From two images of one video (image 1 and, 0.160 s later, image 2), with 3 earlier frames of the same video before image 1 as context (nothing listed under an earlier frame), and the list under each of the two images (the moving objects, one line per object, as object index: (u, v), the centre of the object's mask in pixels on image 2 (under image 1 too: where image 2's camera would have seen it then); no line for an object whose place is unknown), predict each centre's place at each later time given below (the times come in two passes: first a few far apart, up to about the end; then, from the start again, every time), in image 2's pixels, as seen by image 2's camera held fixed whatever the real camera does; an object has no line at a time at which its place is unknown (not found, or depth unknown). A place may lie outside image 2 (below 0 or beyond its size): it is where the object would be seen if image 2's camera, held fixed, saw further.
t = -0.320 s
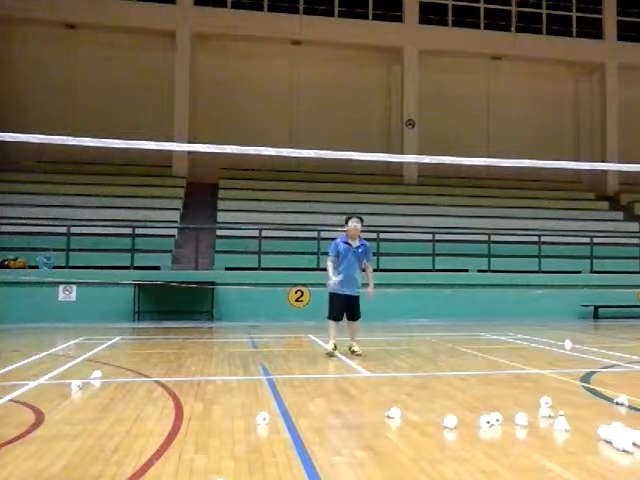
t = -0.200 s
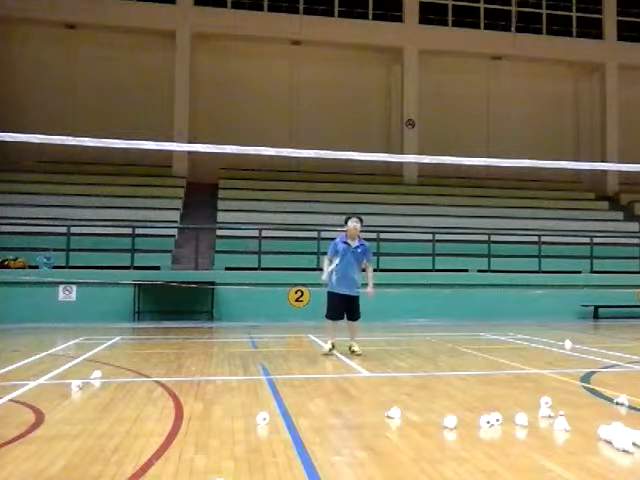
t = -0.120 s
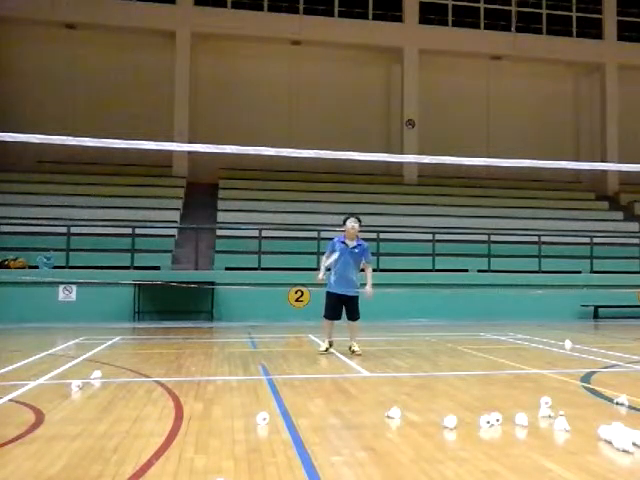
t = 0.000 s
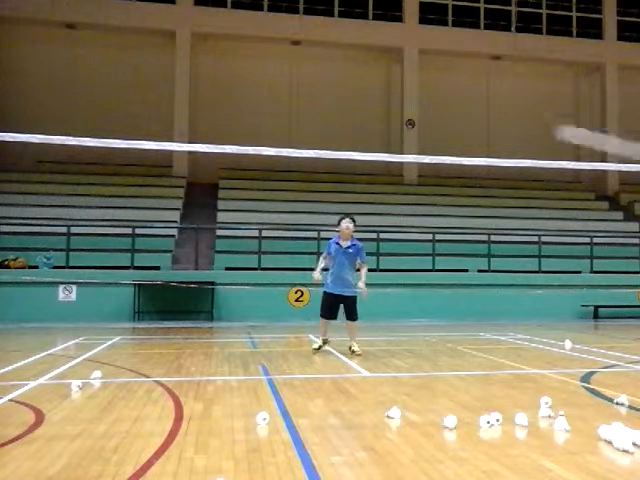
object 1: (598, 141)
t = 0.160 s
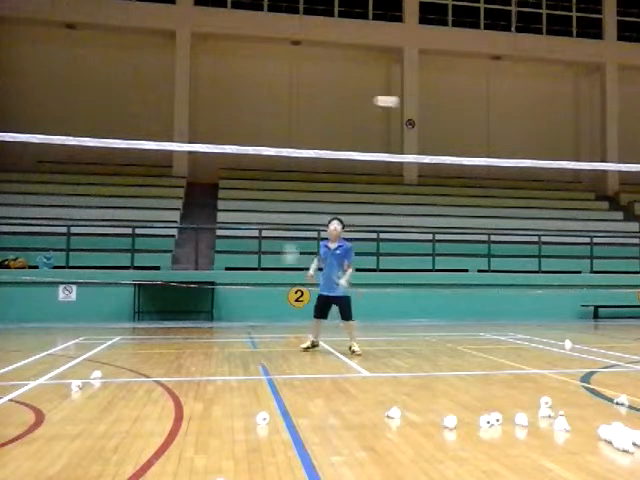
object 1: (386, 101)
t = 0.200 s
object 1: (363, 101)
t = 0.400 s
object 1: (301, 125)
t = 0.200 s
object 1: (363, 101)
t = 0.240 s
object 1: (345, 103)
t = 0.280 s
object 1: (331, 108)
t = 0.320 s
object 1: (320, 112)
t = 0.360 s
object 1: (310, 118)
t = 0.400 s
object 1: (301, 125)
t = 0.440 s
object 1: (294, 132)
